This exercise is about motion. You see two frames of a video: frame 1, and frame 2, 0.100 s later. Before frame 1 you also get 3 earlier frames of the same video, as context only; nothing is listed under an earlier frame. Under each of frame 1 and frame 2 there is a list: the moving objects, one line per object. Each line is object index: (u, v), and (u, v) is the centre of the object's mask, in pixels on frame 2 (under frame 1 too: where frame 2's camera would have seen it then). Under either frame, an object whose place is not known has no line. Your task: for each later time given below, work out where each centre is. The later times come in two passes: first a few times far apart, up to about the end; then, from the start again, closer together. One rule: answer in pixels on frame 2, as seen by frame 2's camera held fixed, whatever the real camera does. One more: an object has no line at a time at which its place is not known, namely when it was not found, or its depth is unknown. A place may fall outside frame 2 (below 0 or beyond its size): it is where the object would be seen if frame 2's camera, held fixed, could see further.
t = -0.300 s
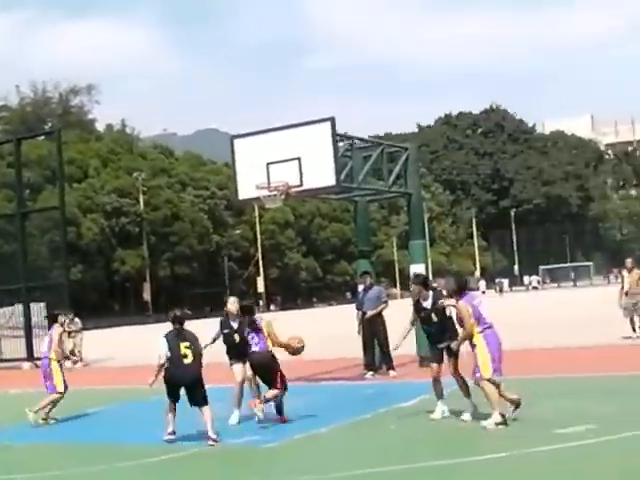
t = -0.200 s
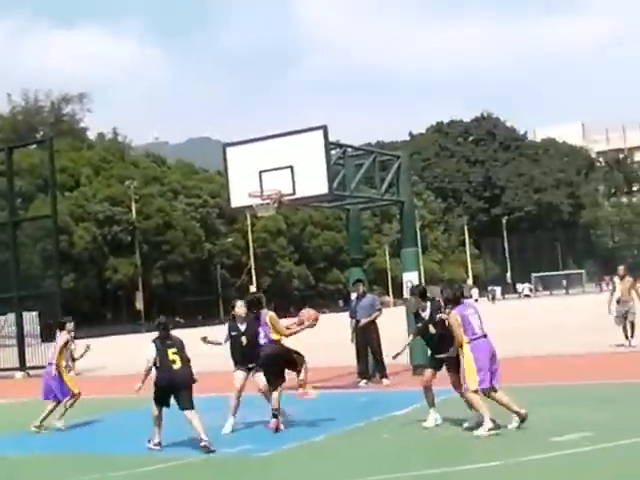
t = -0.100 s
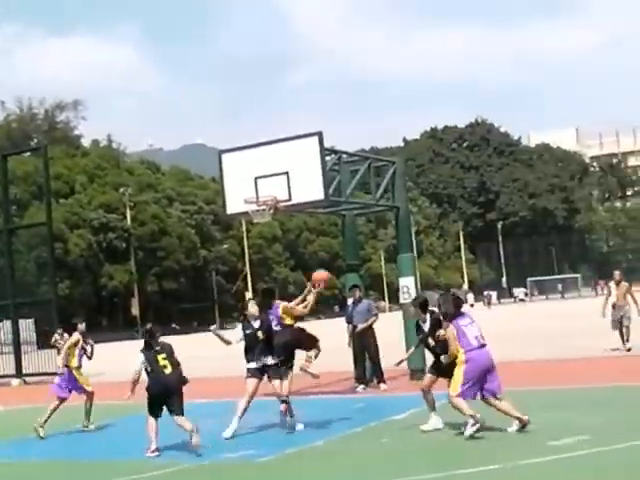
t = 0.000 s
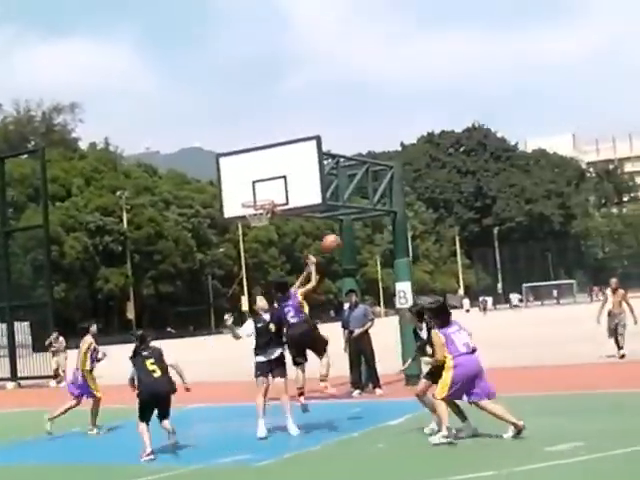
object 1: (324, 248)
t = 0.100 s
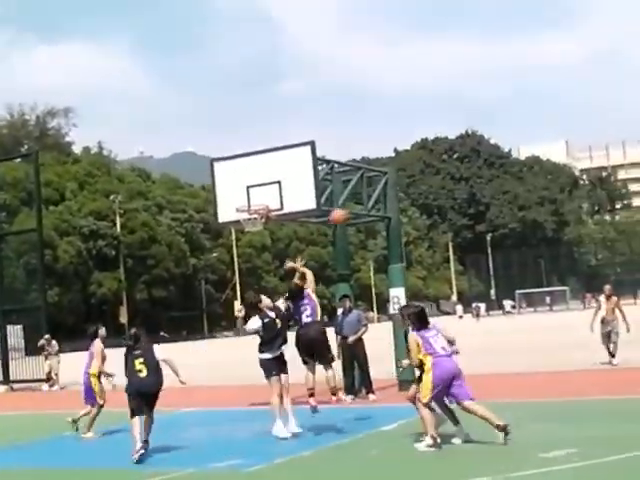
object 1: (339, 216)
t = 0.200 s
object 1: (351, 196)
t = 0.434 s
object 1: (381, 178)
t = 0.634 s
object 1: (408, 196)
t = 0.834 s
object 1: (434, 238)
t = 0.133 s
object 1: (343, 209)
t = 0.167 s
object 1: (347, 203)
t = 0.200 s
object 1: (351, 196)
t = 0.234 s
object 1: (355, 190)
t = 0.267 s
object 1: (358, 187)
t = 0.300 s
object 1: (364, 184)
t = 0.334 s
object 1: (368, 181)
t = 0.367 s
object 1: (374, 178)
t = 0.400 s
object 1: (377, 178)
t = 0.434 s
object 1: (381, 178)
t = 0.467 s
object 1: (386, 179)
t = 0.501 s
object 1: (392, 181)
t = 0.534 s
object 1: (395, 183)
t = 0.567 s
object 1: (399, 187)
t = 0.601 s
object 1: (404, 192)
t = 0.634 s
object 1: (408, 196)
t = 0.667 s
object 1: (413, 202)
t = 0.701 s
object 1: (417, 207)
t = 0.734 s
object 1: (421, 214)
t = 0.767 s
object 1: (425, 221)
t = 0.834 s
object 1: (434, 238)
